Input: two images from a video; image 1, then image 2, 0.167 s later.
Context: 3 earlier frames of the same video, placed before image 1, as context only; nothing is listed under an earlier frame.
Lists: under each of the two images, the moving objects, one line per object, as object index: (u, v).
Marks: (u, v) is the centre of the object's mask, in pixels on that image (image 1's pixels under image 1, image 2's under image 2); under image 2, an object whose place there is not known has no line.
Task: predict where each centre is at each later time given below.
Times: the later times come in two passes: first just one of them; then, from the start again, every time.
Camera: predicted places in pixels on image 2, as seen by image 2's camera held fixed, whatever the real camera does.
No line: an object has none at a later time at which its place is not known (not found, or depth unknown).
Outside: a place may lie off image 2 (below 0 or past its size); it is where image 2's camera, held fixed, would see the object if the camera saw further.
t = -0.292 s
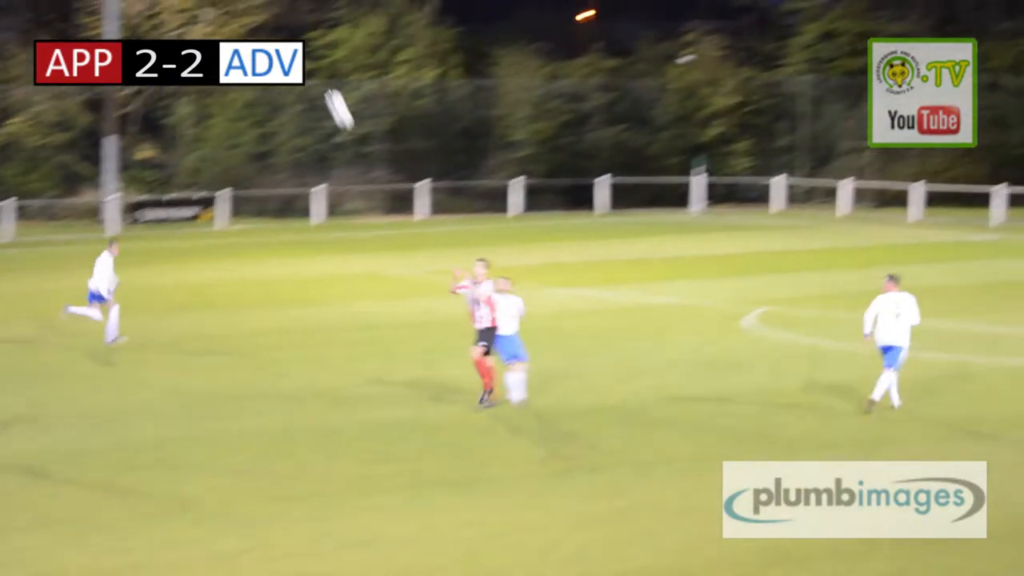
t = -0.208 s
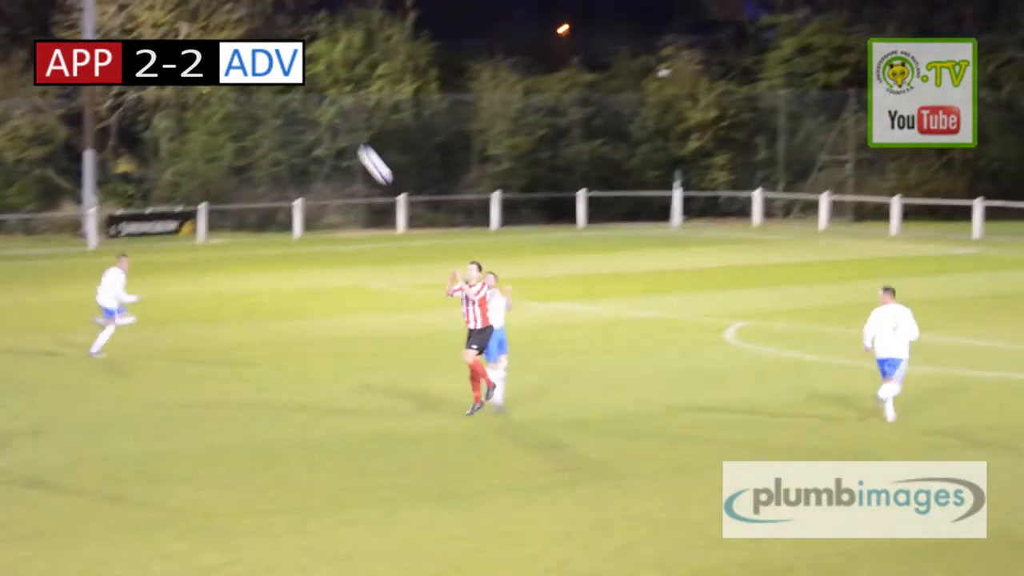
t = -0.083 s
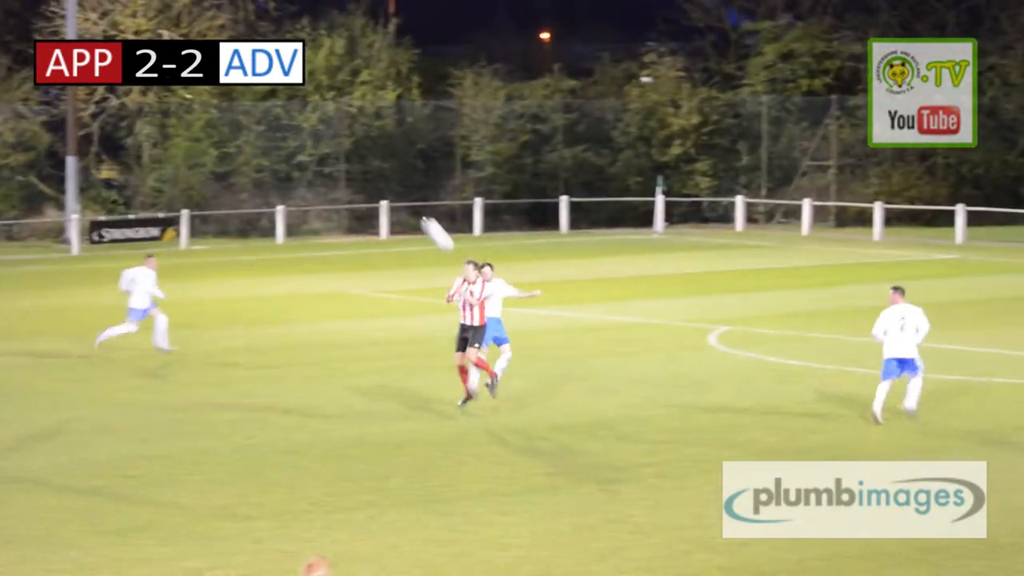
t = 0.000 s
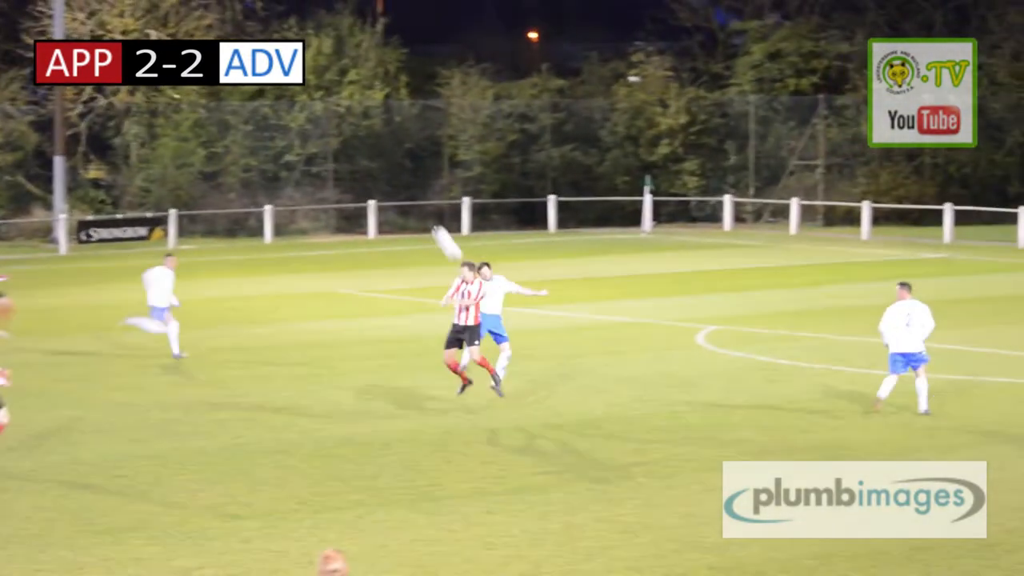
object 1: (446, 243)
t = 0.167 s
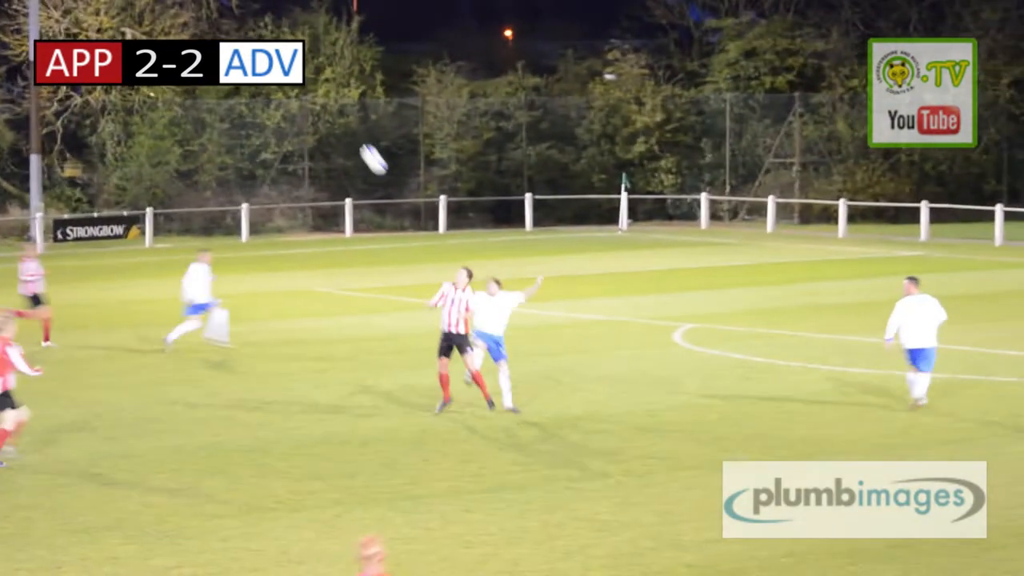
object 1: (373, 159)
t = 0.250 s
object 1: (349, 126)
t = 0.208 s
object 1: (361, 142)
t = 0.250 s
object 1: (349, 126)
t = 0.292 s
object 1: (337, 110)
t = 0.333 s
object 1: (327, 96)
